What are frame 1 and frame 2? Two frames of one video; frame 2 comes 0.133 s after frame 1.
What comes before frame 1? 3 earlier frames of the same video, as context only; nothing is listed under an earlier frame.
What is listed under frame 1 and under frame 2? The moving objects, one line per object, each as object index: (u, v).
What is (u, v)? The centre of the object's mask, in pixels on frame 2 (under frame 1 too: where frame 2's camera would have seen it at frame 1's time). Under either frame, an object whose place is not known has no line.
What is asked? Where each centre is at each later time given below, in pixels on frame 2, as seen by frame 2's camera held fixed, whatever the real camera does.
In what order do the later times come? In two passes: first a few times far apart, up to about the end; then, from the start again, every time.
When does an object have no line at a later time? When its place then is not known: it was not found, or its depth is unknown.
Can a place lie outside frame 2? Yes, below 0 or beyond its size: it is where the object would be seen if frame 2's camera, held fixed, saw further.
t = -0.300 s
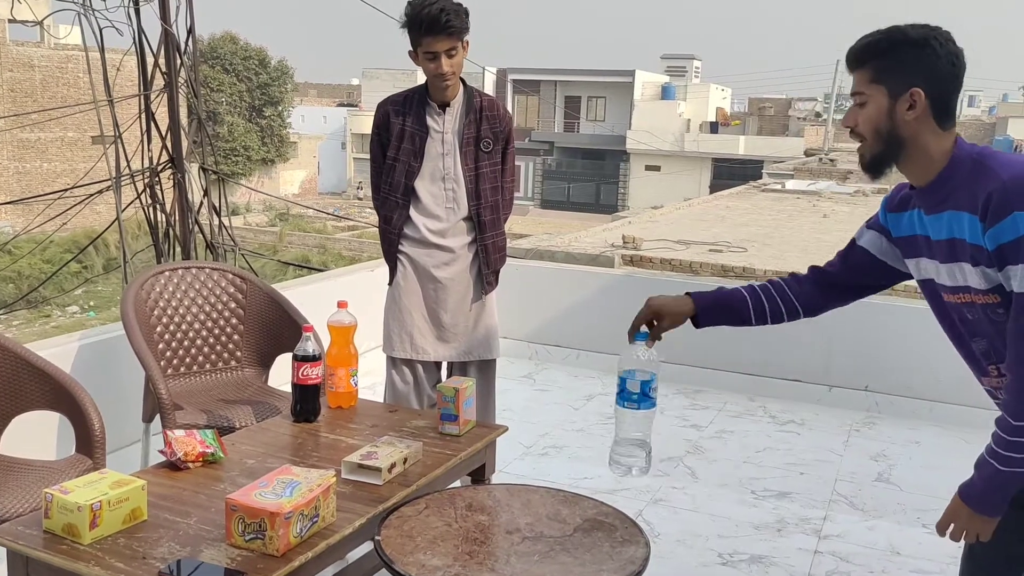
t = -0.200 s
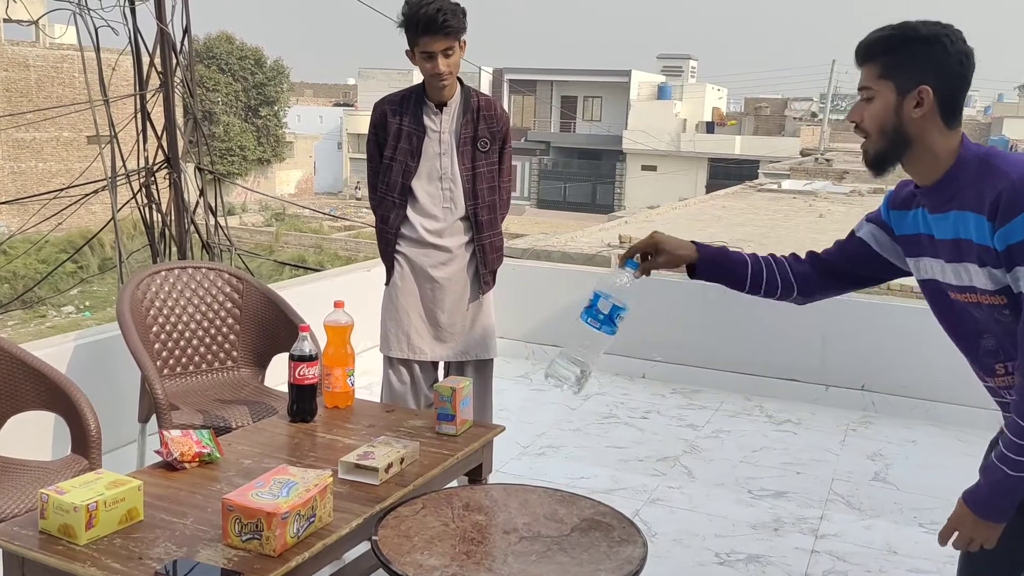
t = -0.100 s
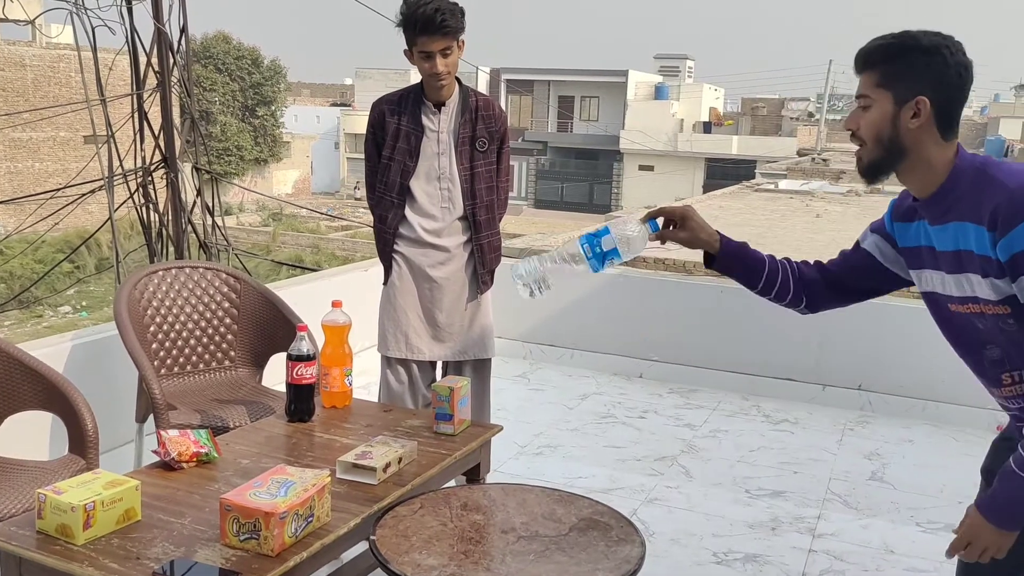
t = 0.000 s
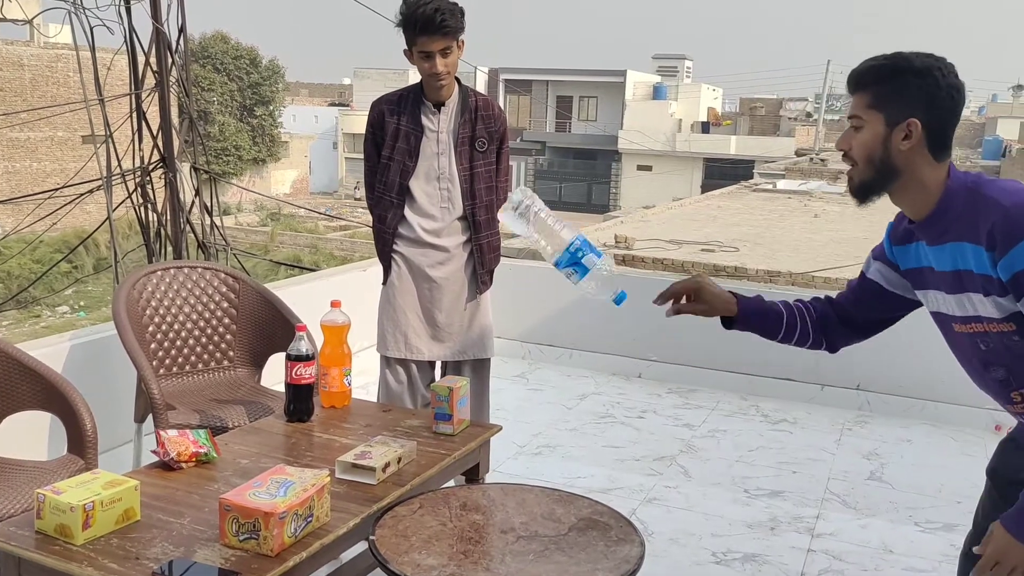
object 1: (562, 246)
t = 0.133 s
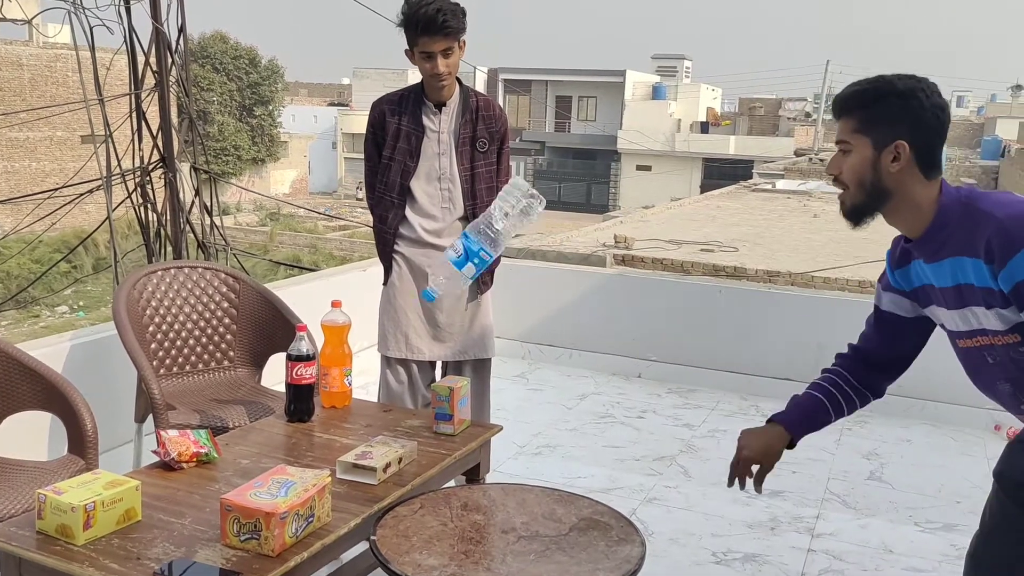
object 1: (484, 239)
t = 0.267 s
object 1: (460, 259)
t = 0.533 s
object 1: (480, 472)
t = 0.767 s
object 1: (500, 481)
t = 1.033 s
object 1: (528, 523)
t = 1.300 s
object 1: (530, 527)
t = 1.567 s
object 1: (535, 524)
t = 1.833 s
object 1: (544, 520)
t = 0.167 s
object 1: (470, 238)
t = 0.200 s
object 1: (463, 240)
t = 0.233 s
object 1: (460, 246)
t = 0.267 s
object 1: (460, 259)
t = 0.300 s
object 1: (465, 284)
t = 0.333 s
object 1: (471, 316)
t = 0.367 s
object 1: (476, 356)
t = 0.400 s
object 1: (479, 404)
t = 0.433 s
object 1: (480, 459)
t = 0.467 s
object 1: (481, 470)
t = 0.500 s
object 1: (480, 472)
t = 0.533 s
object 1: (480, 472)
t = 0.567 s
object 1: (481, 473)
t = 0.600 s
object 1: (483, 473)
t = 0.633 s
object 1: (485, 474)
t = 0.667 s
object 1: (489, 475)
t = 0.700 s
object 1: (492, 476)
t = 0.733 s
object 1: (496, 478)
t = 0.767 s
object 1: (500, 481)
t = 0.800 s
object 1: (505, 484)
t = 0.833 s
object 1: (510, 488)
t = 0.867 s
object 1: (515, 493)
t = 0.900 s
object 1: (520, 501)
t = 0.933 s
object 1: (525, 512)
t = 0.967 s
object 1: (529, 527)
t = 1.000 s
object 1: (529, 526)
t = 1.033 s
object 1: (528, 523)
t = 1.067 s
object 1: (528, 526)
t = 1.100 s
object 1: (527, 528)
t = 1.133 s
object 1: (527, 528)
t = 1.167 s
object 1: (527, 528)
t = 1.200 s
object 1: (528, 528)
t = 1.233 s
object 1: (529, 528)
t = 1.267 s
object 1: (529, 528)
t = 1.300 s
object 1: (530, 527)
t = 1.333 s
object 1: (530, 527)
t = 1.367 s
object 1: (530, 527)
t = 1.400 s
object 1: (531, 527)
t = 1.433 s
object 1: (531, 526)
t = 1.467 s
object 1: (532, 526)
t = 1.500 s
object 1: (533, 525)
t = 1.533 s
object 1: (534, 525)
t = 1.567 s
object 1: (535, 524)
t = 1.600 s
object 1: (536, 524)
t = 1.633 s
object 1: (537, 523)
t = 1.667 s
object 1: (538, 523)
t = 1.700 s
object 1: (539, 522)
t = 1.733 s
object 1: (541, 522)
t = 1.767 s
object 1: (542, 521)
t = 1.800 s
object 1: (543, 520)
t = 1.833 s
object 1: (544, 520)
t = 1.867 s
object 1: (545, 519)
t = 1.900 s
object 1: (546, 518)
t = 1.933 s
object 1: (548, 517)
